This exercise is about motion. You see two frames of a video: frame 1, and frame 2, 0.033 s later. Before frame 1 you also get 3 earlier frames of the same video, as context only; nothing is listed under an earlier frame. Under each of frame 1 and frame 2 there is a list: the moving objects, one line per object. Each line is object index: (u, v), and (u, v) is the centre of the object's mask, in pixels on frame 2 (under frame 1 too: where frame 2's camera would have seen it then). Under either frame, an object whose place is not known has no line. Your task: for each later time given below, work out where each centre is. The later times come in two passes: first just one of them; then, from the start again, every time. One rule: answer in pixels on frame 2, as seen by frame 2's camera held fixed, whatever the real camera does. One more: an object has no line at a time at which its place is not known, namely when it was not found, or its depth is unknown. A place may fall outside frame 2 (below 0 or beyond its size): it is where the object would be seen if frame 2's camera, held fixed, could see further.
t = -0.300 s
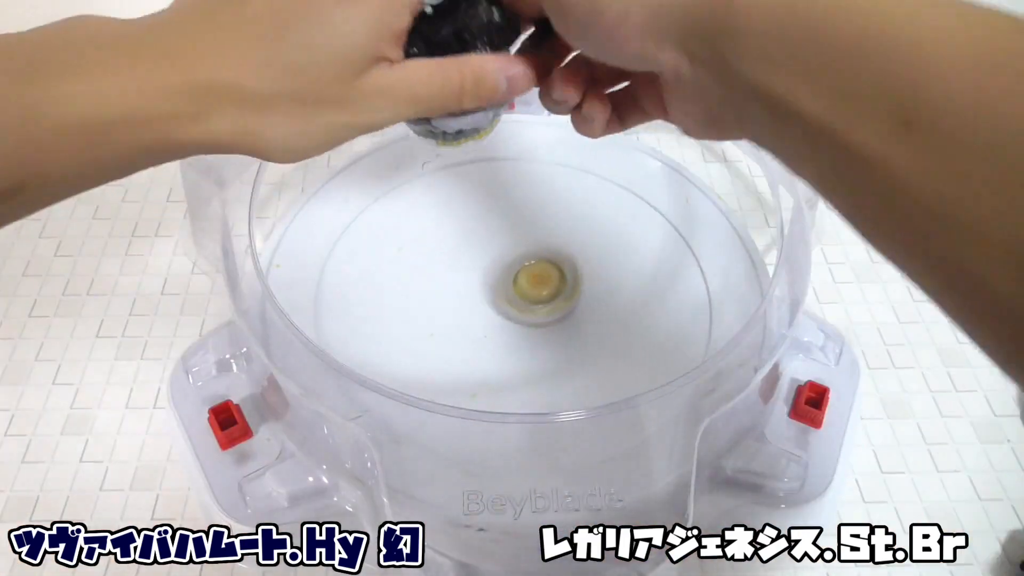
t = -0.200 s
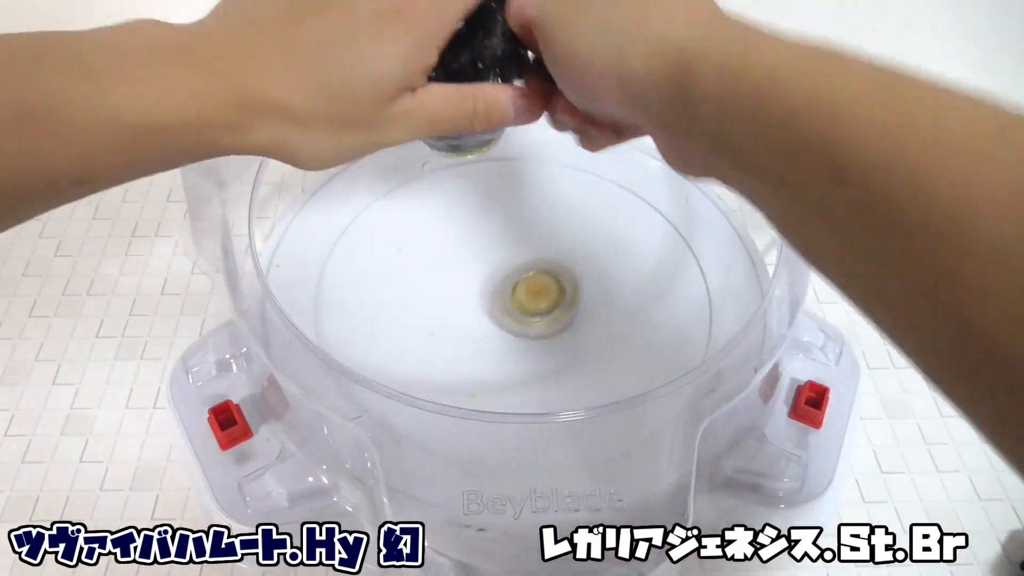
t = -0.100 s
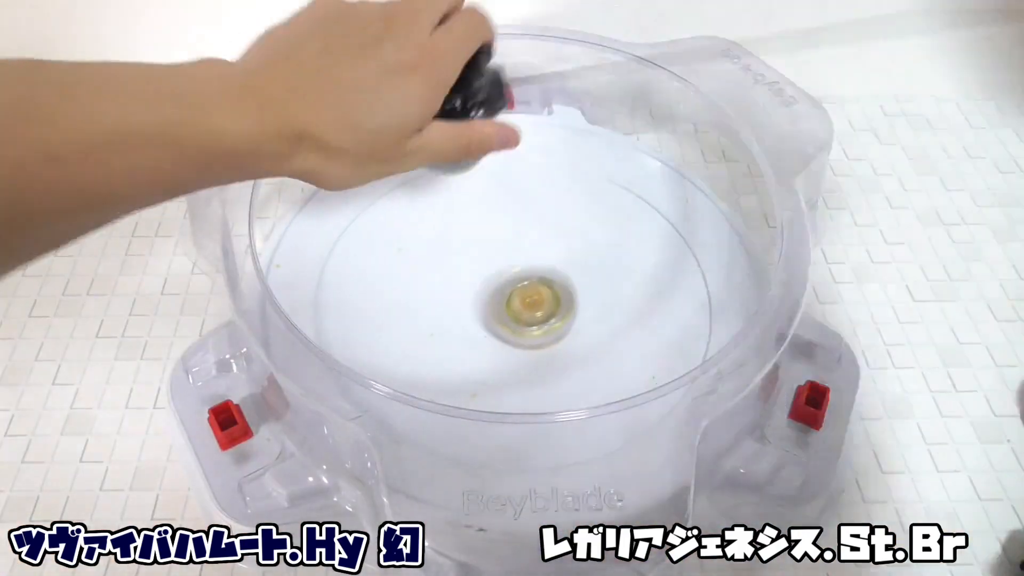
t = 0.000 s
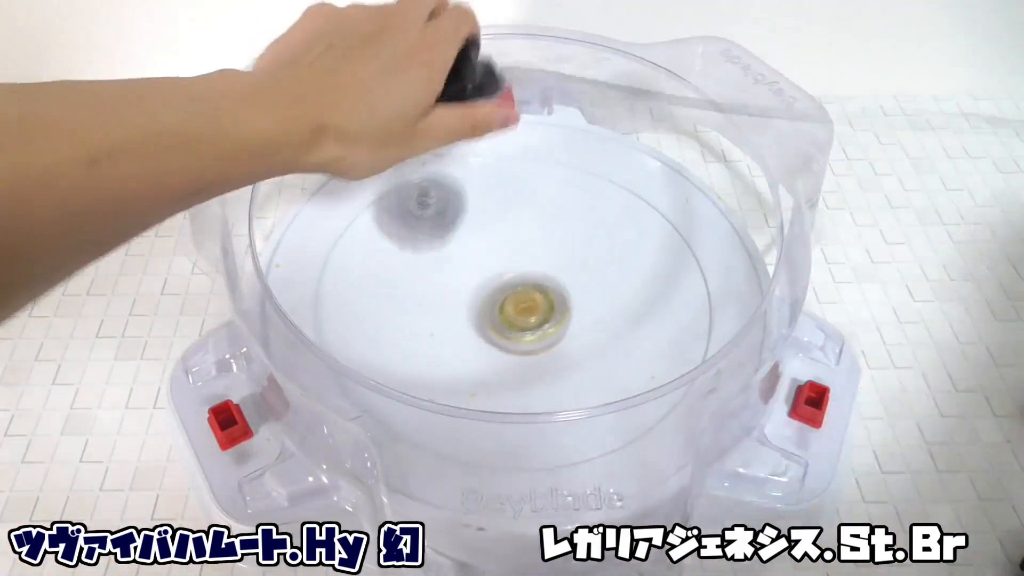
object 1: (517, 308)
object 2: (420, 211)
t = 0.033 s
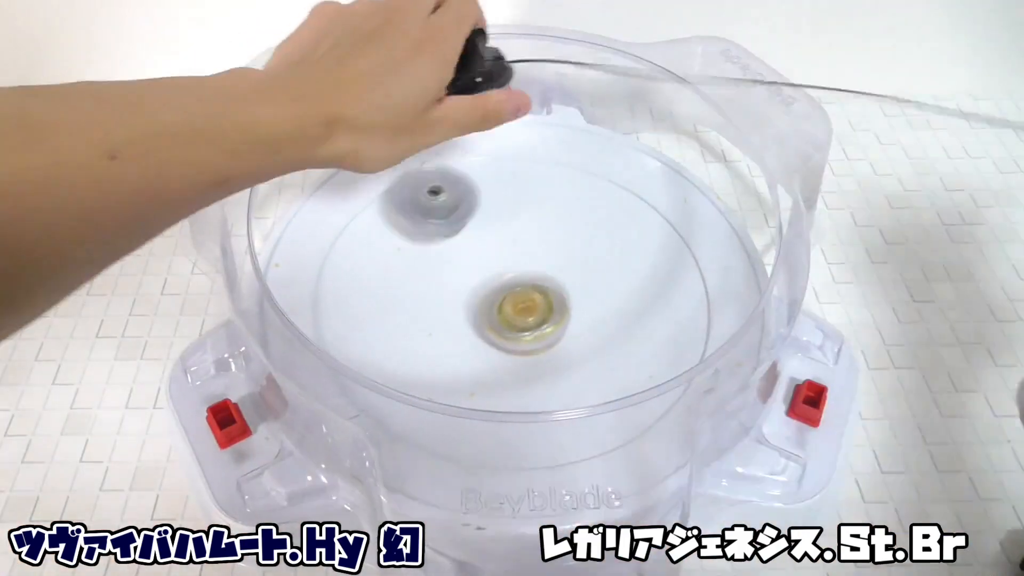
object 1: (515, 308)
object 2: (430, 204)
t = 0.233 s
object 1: (542, 387)
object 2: (503, 162)
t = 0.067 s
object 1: (515, 308)
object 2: (444, 196)
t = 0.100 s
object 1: (514, 308)
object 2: (460, 201)
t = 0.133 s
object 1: (514, 308)
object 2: (478, 218)
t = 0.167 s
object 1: (516, 319)
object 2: (494, 236)
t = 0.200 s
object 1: (528, 359)
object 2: (497, 195)
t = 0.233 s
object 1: (542, 387)
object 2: (503, 162)
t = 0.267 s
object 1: (556, 427)
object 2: (508, 140)
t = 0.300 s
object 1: (564, 447)
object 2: (513, 121)
